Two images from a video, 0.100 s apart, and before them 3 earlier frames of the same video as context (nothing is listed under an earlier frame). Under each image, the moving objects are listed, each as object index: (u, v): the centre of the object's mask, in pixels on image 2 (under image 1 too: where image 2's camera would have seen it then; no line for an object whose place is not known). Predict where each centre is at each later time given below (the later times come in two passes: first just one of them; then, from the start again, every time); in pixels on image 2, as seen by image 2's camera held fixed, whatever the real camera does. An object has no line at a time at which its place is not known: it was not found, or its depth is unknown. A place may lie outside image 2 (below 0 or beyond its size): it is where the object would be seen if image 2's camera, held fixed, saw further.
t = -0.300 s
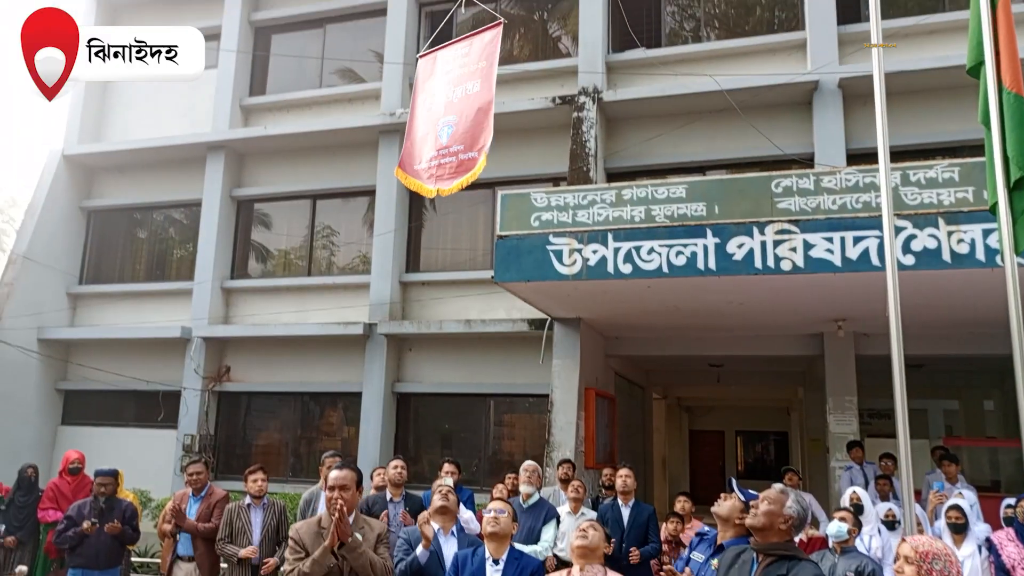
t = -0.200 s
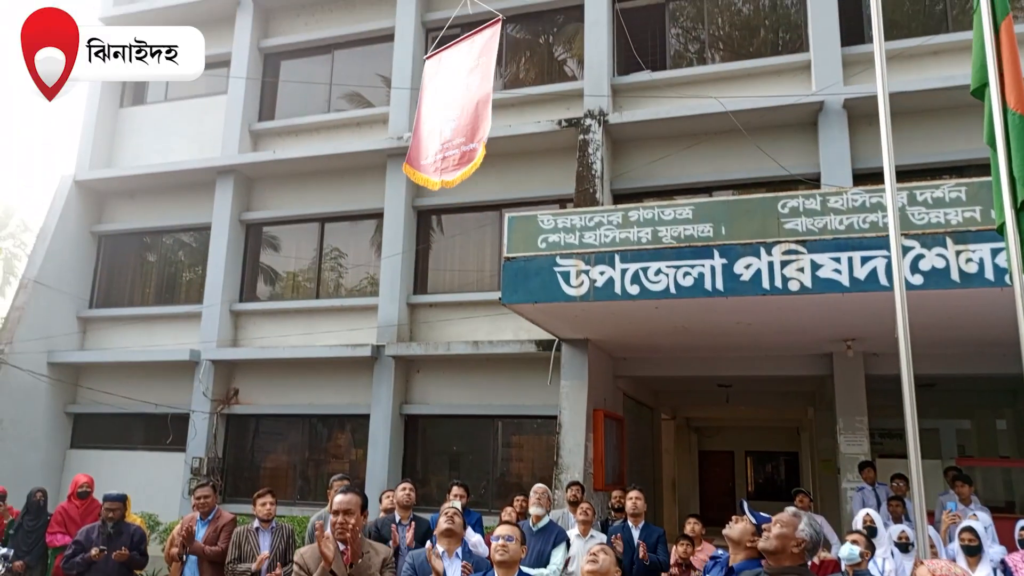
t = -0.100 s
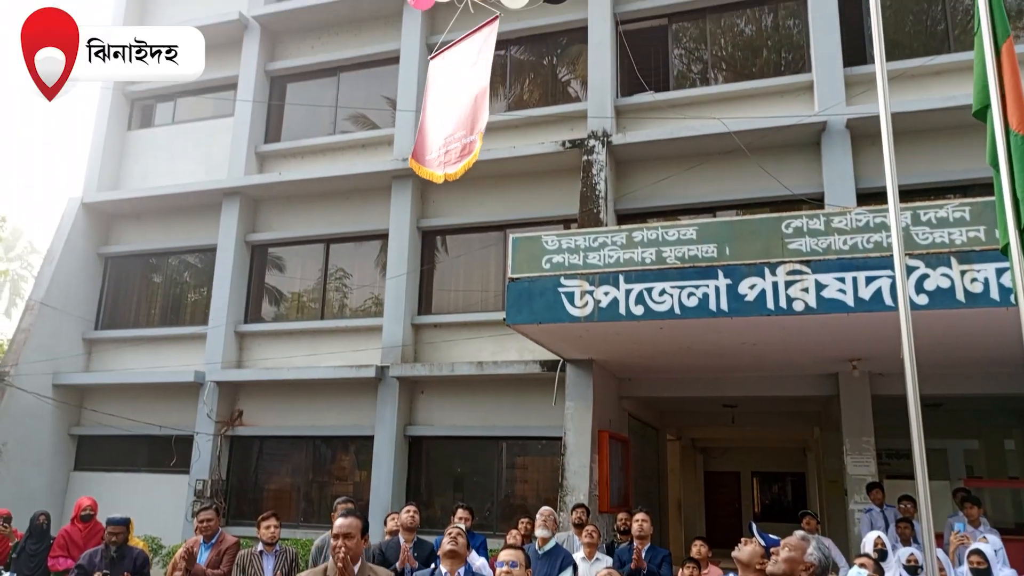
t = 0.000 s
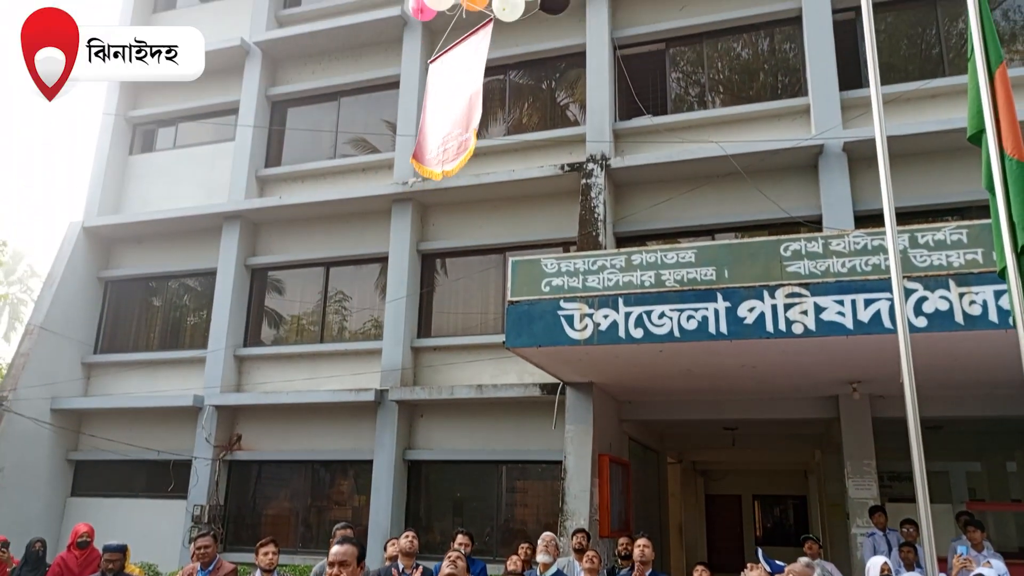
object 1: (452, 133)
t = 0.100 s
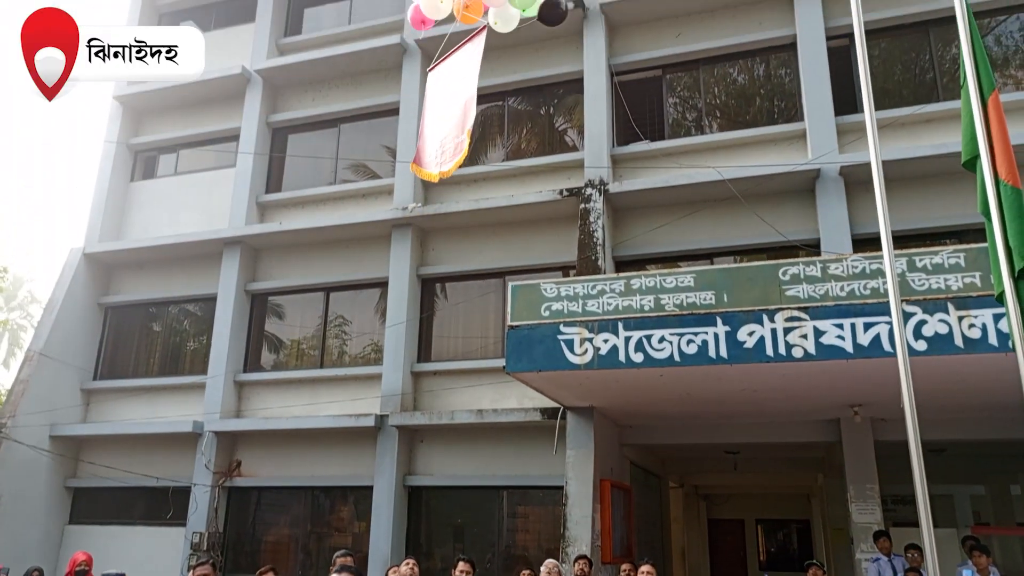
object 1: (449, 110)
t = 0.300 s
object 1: (446, 66)
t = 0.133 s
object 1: (449, 103)
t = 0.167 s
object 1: (448, 95)
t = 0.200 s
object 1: (447, 87)
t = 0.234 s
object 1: (446, 80)
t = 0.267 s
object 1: (446, 73)
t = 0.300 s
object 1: (446, 66)
